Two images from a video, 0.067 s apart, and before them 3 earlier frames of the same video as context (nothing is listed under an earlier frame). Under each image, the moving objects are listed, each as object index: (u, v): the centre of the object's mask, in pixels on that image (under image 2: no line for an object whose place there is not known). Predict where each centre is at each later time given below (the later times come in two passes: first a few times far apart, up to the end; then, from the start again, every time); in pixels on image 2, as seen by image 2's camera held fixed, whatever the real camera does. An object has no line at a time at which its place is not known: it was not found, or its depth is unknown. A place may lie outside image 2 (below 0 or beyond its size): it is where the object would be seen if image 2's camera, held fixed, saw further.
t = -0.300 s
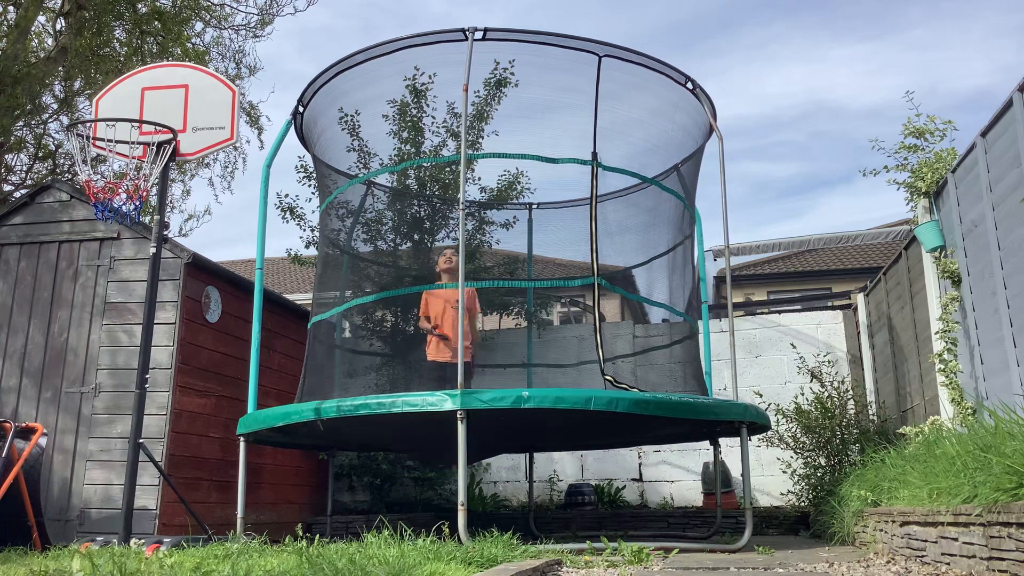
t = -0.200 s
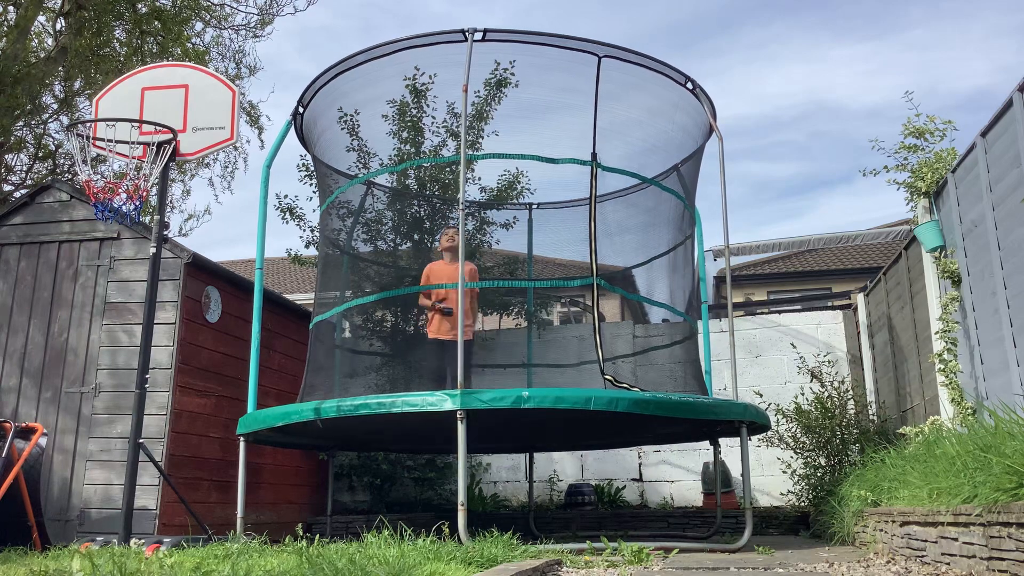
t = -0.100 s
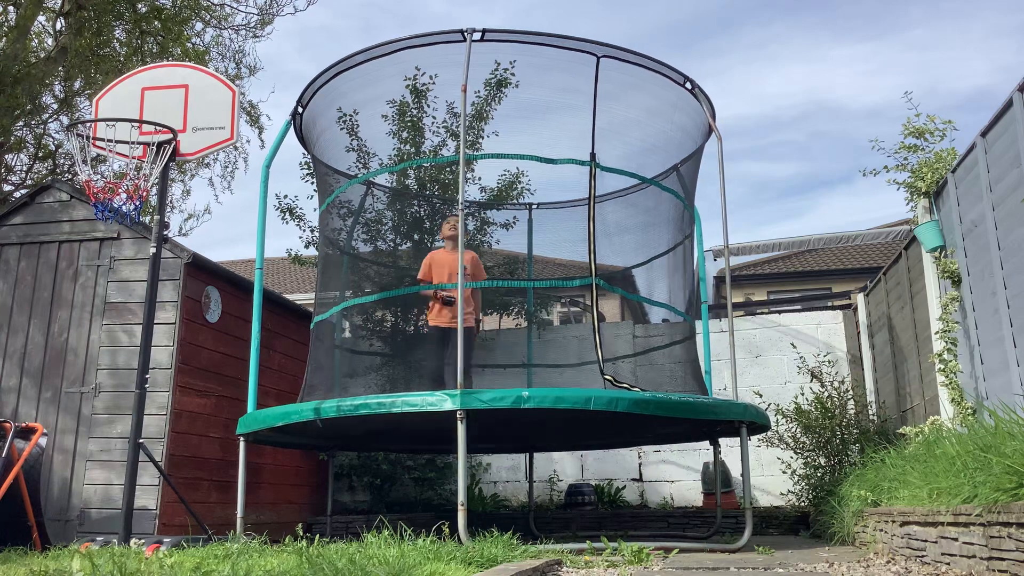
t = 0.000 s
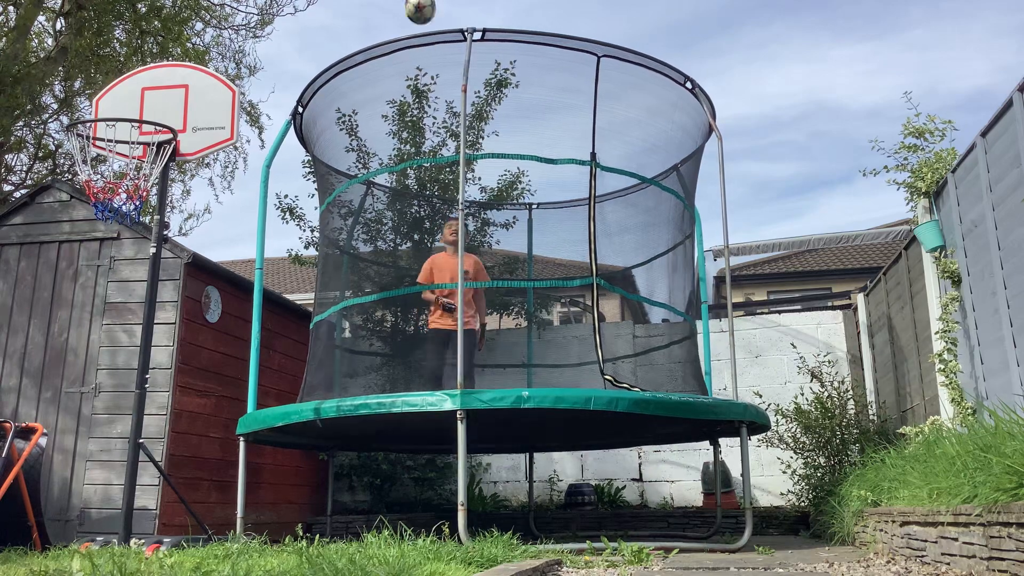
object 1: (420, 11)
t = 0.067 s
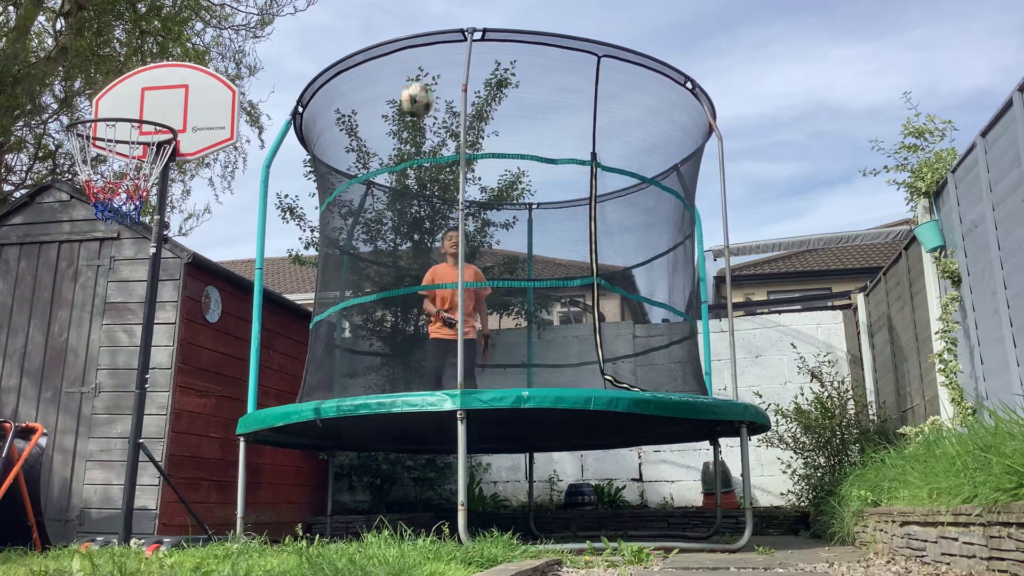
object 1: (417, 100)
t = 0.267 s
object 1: (403, 505)
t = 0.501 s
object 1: (390, 346)
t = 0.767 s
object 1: (370, 241)
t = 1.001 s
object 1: (349, 294)
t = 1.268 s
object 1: (311, 547)
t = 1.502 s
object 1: (285, 458)
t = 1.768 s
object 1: (239, 557)
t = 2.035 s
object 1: (198, 556)
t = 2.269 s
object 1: (196, 556)
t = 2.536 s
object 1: (210, 556)
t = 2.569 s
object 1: (209, 556)
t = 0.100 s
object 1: (415, 153)
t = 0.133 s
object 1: (413, 209)
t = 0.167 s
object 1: (410, 274)
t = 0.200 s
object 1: (408, 344)
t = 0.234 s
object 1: (405, 421)
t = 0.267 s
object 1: (403, 505)
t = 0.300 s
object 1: (401, 530)
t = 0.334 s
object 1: (399, 498)
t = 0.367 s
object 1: (397, 462)
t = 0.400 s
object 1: (395, 429)
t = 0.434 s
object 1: (394, 399)
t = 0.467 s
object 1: (391, 372)
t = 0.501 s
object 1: (390, 346)
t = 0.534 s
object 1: (387, 324)
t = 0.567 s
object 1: (385, 305)
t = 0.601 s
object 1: (383, 287)
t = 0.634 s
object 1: (380, 273)
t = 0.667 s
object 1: (378, 260)
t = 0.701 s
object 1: (375, 252)
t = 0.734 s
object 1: (373, 246)
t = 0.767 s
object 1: (370, 241)
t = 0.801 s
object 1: (368, 241)
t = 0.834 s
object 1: (365, 242)
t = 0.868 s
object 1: (362, 246)
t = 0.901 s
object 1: (359, 253)
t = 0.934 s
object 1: (356, 263)
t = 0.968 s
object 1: (353, 277)
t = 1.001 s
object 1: (349, 294)
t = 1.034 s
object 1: (346, 315)
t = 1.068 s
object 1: (341, 340)
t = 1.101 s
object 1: (337, 370)
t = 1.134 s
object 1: (333, 404)
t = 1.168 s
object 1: (328, 444)
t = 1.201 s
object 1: (323, 489)
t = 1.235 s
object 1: (317, 536)
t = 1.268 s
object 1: (311, 547)
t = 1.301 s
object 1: (309, 529)
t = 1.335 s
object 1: (306, 510)
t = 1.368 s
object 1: (302, 493)
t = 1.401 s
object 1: (298, 479)
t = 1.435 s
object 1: (294, 469)
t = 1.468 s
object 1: (289, 462)
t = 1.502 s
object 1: (285, 458)
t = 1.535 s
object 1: (280, 458)
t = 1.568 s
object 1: (275, 461)
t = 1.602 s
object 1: (270, 469)
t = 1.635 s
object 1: (264, 480)
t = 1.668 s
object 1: (258, 496)
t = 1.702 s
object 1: (252, 514)
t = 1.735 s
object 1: (246, 538)
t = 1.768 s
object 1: (239, 557)
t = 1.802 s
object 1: (235, 553)
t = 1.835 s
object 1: (230, 547)
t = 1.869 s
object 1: (225, 542)
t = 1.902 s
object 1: (220, 540)
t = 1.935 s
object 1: (214, 542)
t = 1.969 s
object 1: (209, 547)
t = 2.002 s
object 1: (202, 554)
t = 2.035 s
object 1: (198, 556)
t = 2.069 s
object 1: (197, 555)
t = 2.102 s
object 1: (196, 554)
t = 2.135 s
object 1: (194, 555)
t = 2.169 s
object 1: (194, 555)
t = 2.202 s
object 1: (194, 555)
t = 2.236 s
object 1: (195, 555)
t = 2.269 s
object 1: (196, 556)
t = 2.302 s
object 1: (198, 555)
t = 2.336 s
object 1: (199, 555)
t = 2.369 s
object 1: (201, 556)
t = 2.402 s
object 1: (204, 556)
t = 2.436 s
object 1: (206, 556)
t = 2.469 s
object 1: (208, 556)
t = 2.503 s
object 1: (209, 556)
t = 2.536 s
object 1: (210, 556)
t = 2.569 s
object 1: (209, 556)
